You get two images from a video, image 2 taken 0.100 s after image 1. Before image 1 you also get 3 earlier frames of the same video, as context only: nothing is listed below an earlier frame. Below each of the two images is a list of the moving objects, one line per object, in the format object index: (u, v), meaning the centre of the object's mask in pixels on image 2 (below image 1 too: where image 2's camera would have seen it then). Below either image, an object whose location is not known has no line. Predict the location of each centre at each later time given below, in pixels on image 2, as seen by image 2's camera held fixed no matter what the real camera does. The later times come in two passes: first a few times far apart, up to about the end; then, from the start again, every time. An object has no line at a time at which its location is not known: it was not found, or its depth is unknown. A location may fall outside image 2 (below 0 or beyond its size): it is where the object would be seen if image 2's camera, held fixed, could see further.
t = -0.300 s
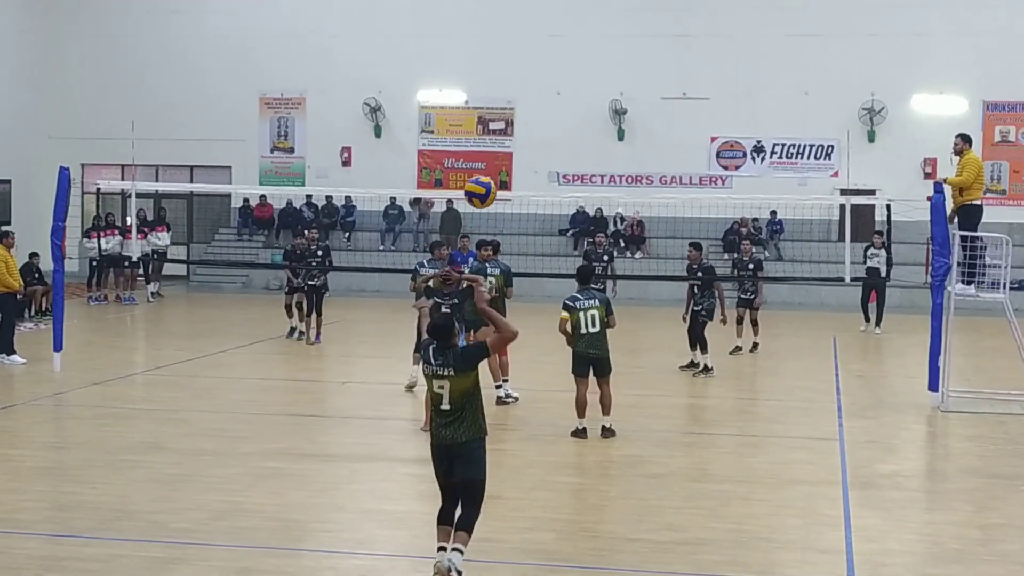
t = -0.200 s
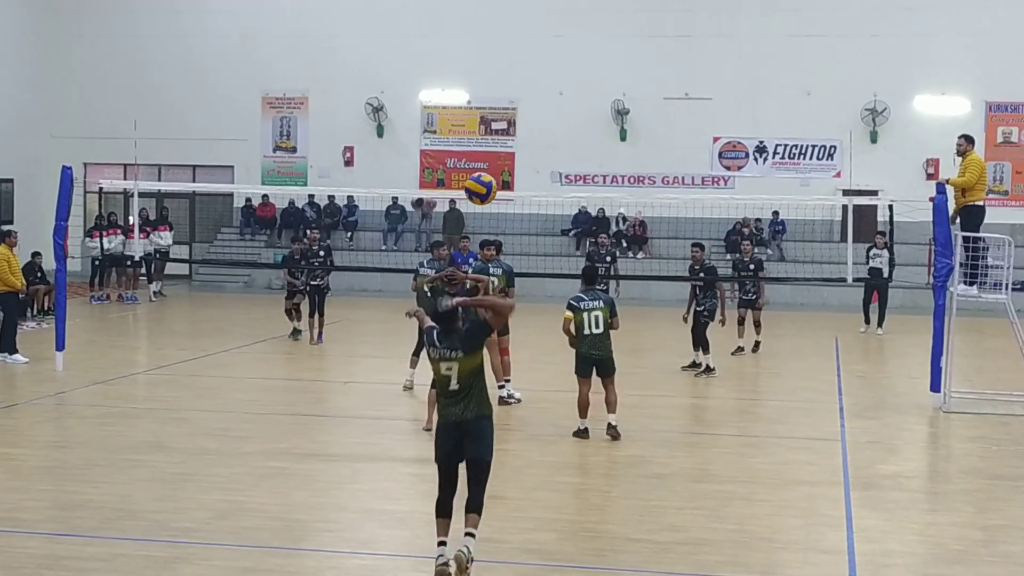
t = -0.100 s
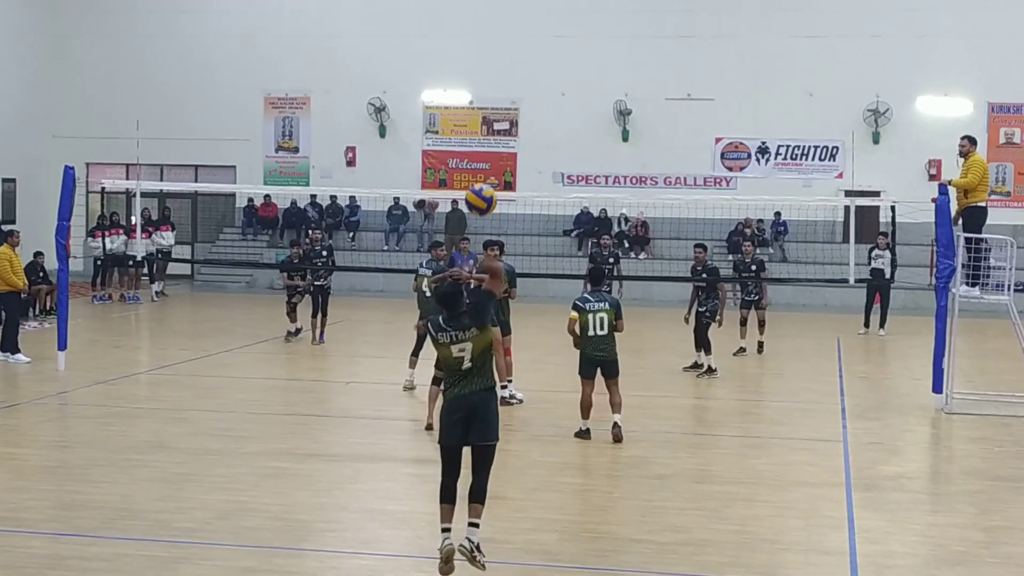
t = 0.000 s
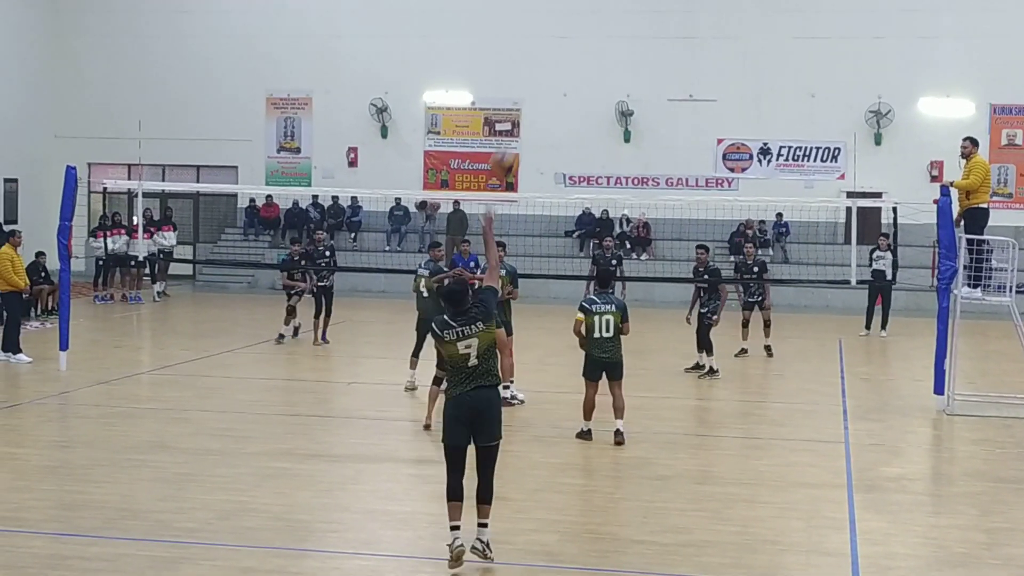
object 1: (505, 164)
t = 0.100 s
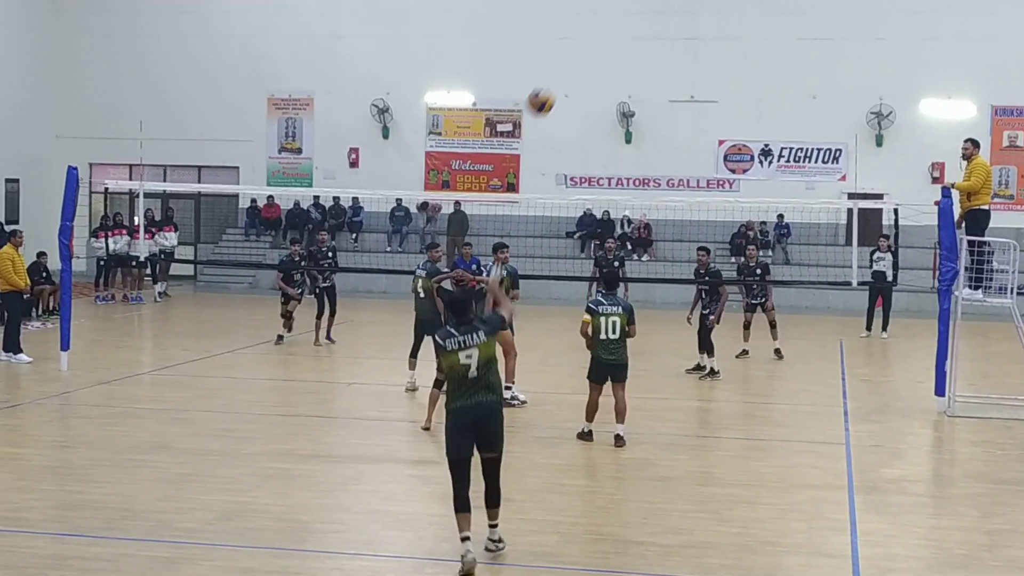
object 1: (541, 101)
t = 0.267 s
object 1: (584, 40)
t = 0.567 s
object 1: (630, 16)
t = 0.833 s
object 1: (647, 61)
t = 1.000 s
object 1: (651, 108)
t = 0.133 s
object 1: (551, 86)
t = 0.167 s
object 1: (560, 72)
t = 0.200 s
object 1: (569, 60)
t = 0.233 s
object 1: (577, 49)
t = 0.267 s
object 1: (584, 40)
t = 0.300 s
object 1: (591, 33)
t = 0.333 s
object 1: (597, 27)
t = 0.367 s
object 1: (603, 22)
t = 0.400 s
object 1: (608, 18)
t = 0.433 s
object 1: (613, 16)
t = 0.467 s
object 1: (618, 14)
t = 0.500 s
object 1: (622, 14)
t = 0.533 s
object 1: (626, 15)
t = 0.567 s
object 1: (630, 16)
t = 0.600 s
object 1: (633, 19)
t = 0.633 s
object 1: (636, 23)
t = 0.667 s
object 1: (638, 27)
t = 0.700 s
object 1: (641, 33)
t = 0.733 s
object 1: (643, 39)
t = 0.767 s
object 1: (645, 46)
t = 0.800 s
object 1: (646, 53)
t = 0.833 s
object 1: (647, 61)
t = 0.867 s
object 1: (648, 70)
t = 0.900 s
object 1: (649, 79)
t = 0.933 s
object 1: (650, 88)
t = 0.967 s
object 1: (650, 98)
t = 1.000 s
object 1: (651, 108)
